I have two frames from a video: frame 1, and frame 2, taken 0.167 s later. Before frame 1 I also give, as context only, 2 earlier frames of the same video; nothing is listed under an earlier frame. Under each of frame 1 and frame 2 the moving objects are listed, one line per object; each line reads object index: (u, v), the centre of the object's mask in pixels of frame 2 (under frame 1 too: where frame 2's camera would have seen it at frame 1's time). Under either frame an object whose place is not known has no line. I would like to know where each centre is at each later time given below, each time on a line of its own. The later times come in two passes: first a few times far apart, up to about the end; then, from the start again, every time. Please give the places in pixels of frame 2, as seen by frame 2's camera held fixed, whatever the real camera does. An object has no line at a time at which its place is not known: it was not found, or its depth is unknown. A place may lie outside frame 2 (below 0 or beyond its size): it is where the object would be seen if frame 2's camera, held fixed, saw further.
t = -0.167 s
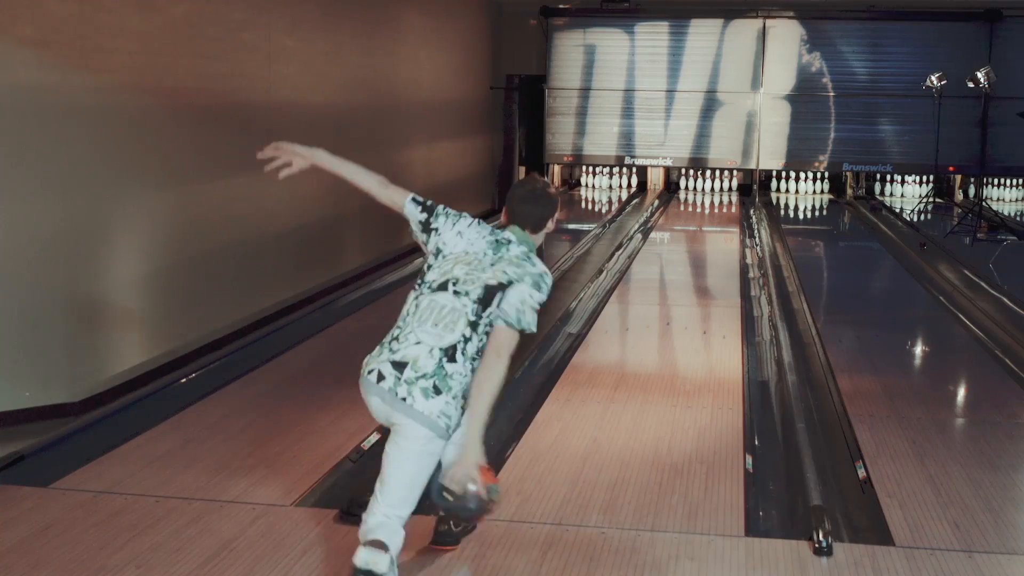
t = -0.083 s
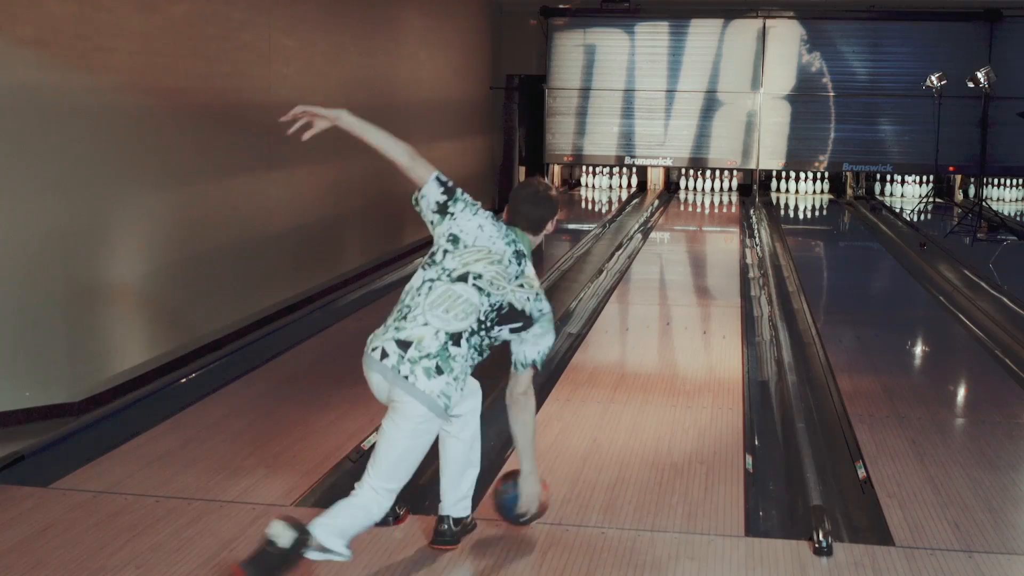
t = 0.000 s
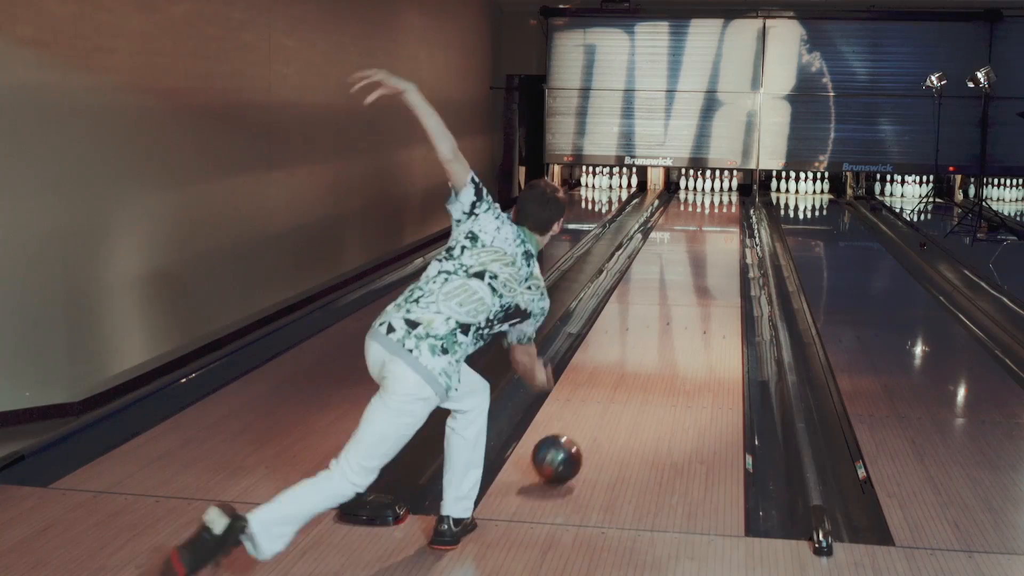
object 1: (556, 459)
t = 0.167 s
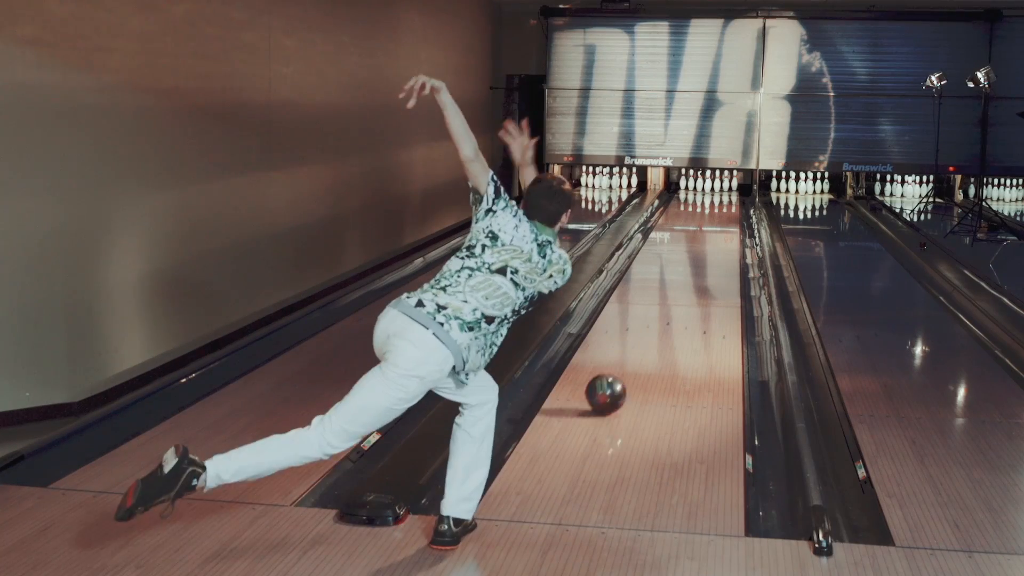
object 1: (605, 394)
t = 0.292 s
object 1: (631, 357)
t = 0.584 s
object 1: (672, 300)
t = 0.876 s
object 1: (696, 263)
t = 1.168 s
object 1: (712, 237)
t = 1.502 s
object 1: (722, 216)
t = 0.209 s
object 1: (615, 381)
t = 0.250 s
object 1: (624, 369)
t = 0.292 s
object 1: (631, 357)
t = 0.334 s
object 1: (639, 347)
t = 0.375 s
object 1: (645, 338)
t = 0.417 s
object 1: (652, 329)
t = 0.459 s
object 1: (657, 321)
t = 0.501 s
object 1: (663, 314)
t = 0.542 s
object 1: (668, 306)
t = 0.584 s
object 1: (672, 300)
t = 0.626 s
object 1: (676, 293)
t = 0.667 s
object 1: (680, 287)
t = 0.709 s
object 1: (684, 282)
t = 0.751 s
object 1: (687, 277)
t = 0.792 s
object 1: (691, 272)
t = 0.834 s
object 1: (694, 267)
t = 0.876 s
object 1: (696, 263)
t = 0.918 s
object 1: (699, 259)
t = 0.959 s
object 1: (701, 255)
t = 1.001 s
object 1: (704, 251)
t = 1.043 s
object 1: (706, 247)
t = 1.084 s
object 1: (708, 244)
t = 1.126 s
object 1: (710, 241)
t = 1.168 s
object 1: (712, 237)
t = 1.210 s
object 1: (713, 235)
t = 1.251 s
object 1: (715, 232)
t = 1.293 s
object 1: (717, 229)
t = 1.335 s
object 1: (718, 226)
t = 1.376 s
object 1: (719, 224)
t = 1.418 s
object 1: (721, 221)
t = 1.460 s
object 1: (722, 219)
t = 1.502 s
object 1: (722, 216)
